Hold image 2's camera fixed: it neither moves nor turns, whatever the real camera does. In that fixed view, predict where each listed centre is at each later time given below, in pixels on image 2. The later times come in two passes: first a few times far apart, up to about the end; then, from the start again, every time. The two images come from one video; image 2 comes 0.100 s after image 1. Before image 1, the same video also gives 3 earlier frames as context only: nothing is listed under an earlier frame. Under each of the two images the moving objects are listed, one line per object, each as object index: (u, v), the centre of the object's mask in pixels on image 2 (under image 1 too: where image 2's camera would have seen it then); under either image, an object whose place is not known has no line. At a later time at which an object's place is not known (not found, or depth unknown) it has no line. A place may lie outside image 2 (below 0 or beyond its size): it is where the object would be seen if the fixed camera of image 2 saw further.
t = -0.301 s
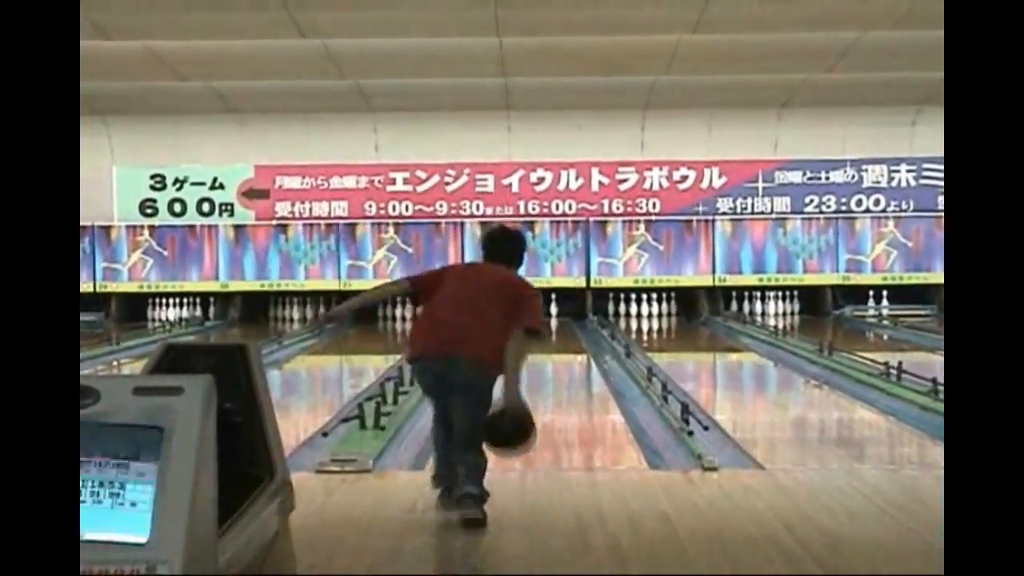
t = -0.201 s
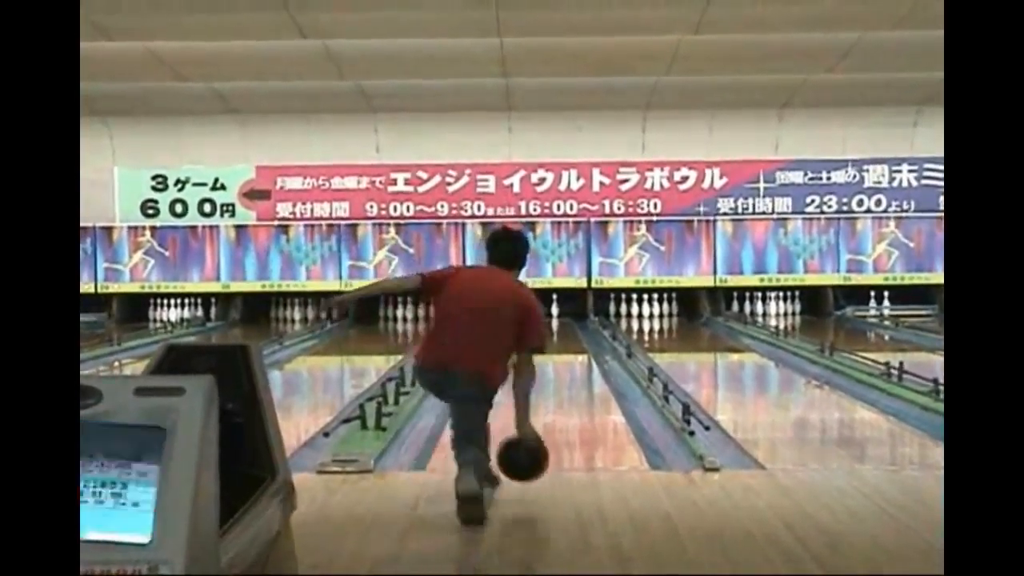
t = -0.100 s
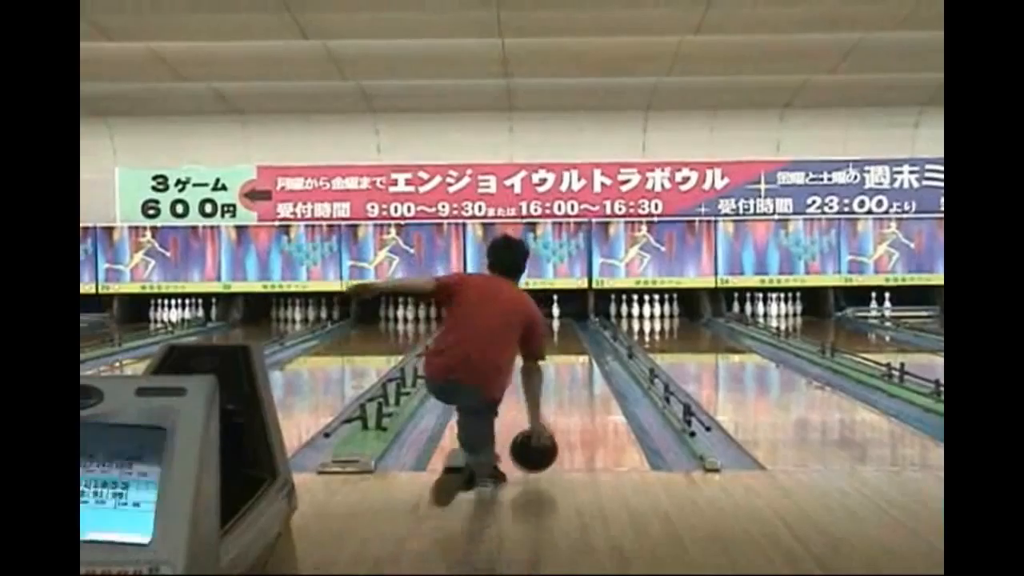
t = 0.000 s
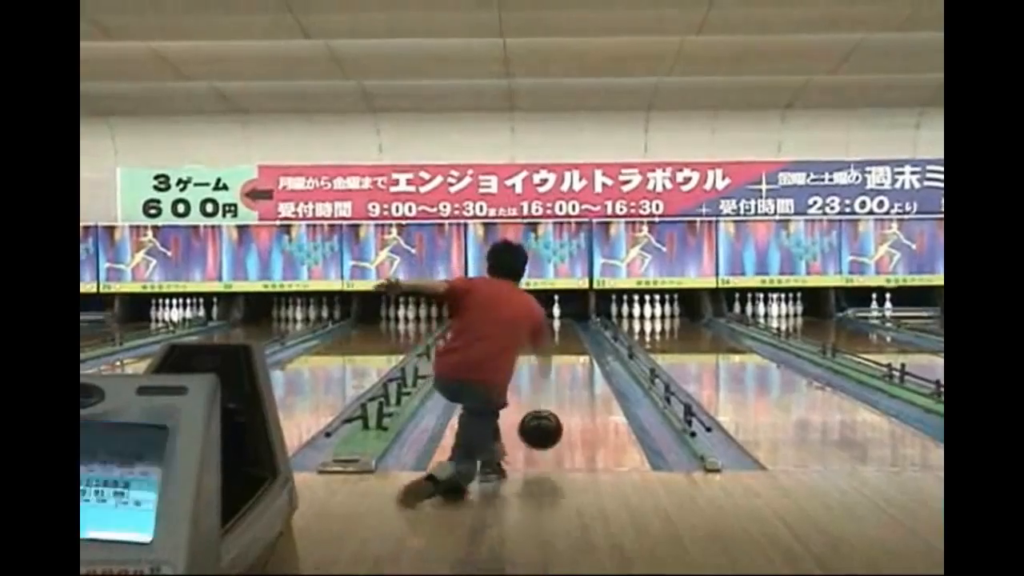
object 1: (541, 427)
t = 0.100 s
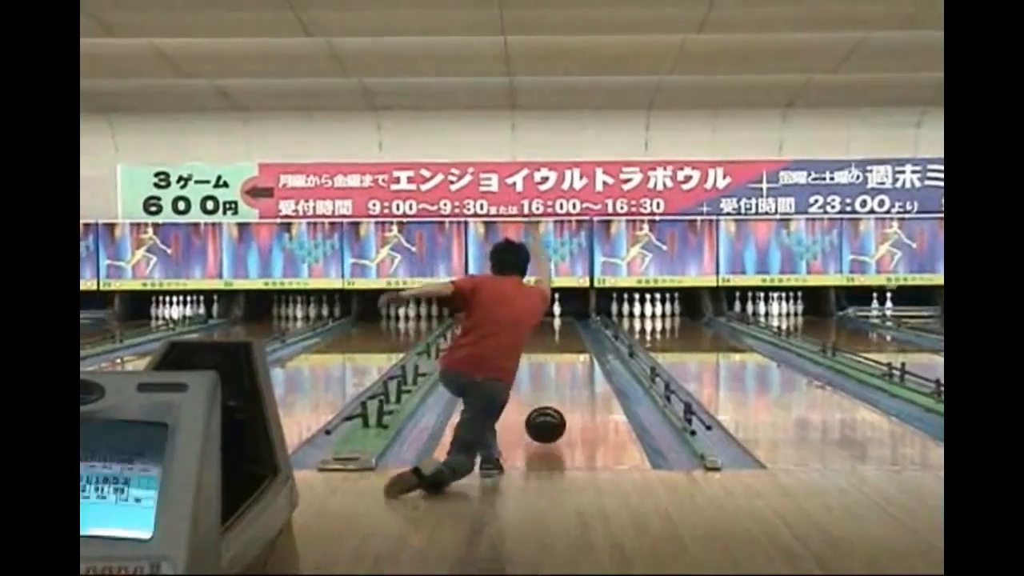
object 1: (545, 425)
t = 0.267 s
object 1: (552, 408)
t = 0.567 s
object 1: (561, 381)
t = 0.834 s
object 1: (567, 365)
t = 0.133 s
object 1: (547, 422)
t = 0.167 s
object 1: (548, 419)
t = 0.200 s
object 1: (550, 415)
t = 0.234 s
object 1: (551, 411)
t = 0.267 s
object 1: (552, 408)
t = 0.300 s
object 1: (553, 404)
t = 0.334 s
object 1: (554, 401)
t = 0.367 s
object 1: (556, 398)
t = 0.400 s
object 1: (557, 395)
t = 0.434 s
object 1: (558, 392)
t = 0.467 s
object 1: (559, 389)
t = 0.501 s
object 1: (560, 386)
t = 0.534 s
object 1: (561, 383)
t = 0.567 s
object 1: (561, 381)
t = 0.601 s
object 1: (562, 379)
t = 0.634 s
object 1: (562, 379)
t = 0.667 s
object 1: (563, 375)
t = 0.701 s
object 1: (566, 375)
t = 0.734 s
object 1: (566, 372)
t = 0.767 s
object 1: (566, 369)
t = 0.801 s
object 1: (566, 367)
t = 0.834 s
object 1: (567, 365)
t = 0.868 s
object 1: (567, 363)
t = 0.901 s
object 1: (568, 361)
